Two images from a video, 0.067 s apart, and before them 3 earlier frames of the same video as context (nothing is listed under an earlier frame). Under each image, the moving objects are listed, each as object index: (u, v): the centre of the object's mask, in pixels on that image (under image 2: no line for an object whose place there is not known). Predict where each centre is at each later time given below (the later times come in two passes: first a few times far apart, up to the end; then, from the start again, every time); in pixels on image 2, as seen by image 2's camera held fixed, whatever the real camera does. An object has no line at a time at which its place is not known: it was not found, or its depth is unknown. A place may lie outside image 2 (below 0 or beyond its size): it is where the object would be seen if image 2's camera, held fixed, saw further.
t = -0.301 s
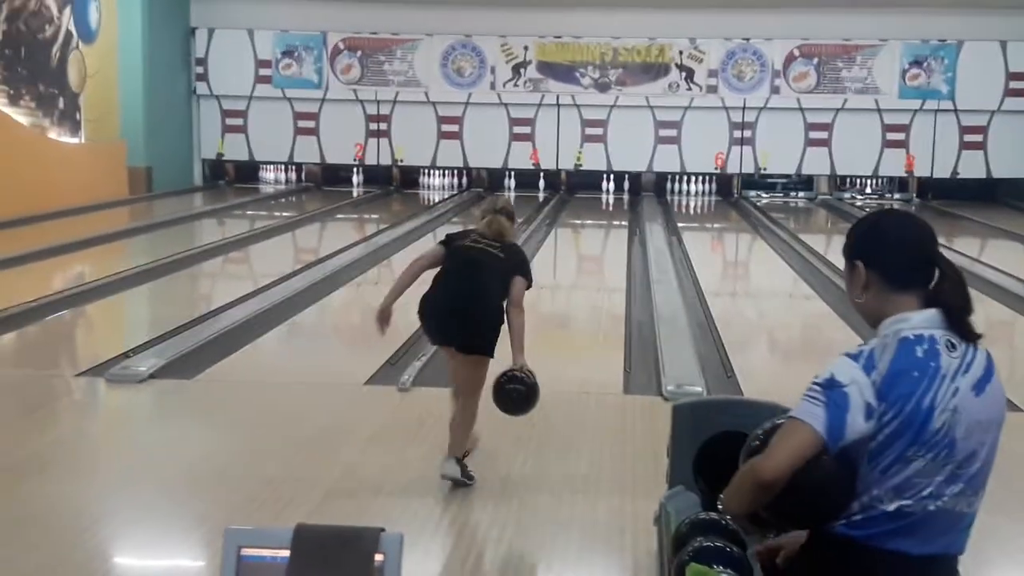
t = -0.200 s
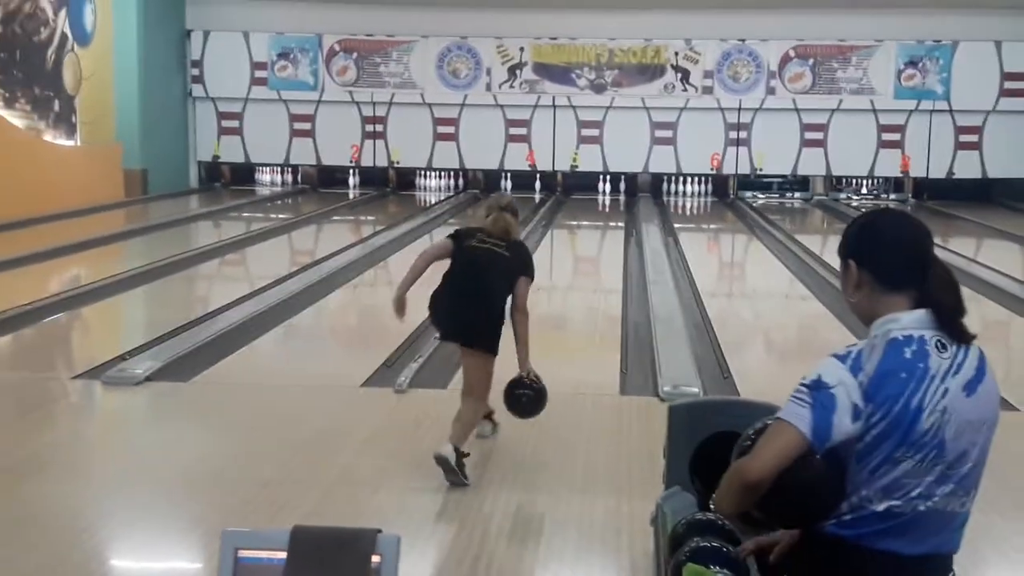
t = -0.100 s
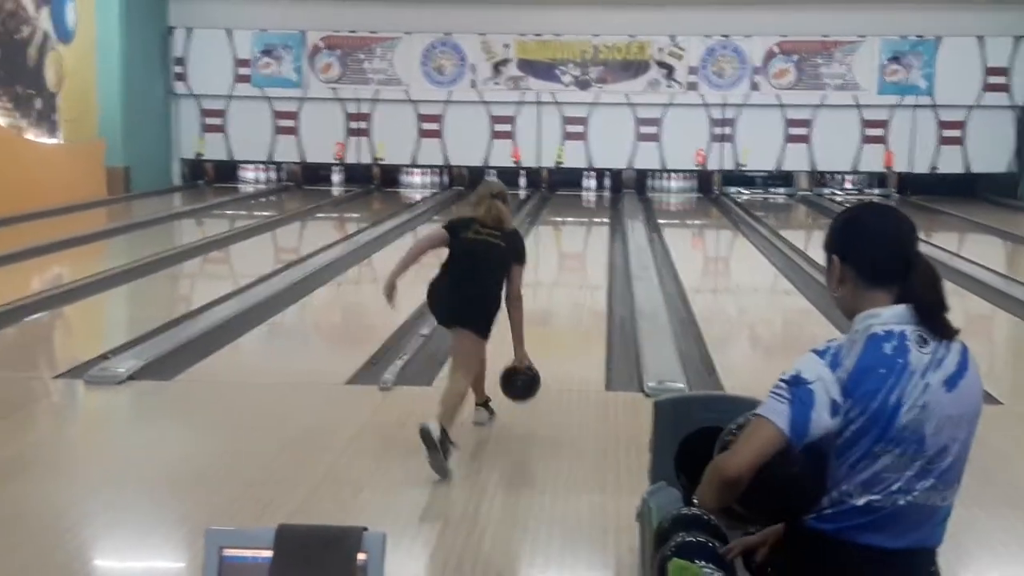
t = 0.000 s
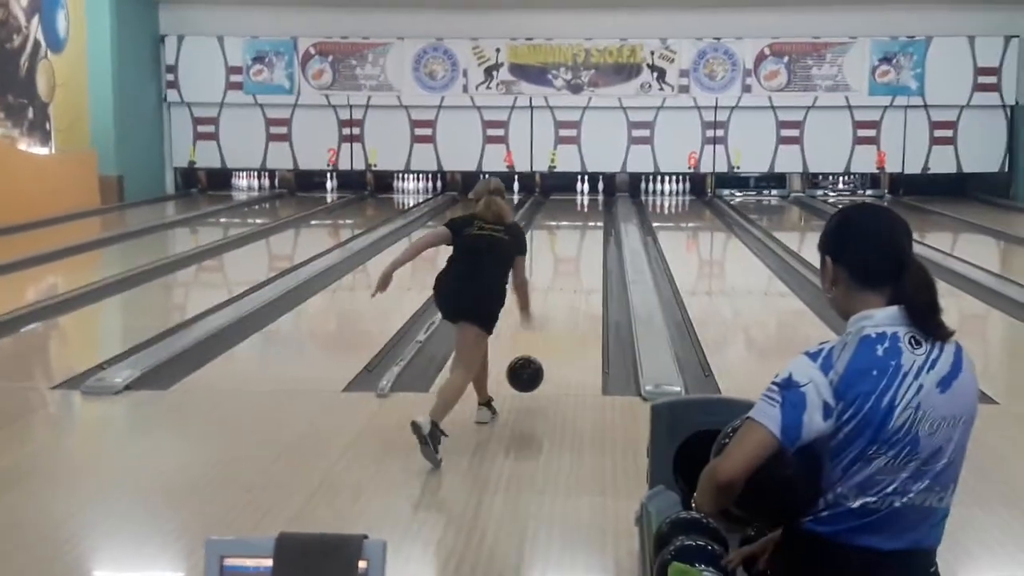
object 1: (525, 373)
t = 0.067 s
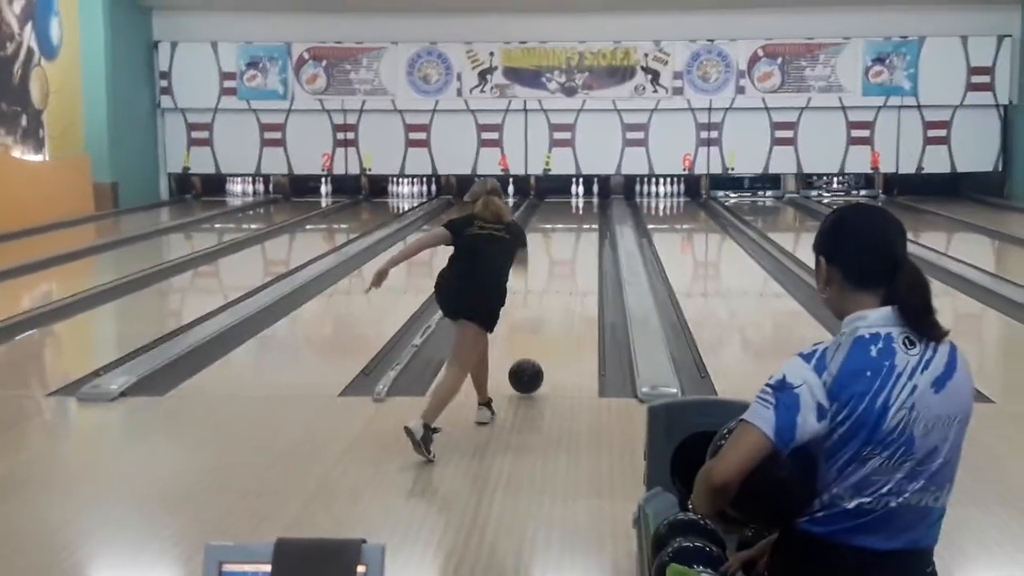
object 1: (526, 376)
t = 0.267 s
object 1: (536, 342)
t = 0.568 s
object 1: (548, 304)
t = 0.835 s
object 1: (551, 280)
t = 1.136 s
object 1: (561, 256)
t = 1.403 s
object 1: (565, 242)
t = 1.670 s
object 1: (568, 230)
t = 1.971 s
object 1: (571, 219)
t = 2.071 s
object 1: (572, 216)
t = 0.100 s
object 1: (528, 370)
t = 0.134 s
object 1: (530, 361)
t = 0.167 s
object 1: (532, 355)
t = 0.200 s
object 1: (533, 351)
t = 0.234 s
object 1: (535, 347)
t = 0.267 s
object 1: (536, 342)
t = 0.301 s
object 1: (538, 336)
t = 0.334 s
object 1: (539, 332)
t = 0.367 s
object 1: (541, 327)
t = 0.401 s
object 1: (542, 323)
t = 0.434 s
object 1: (544, 318)
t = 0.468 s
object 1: (545, 314)
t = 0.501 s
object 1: (546, 310)
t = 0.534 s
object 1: (548, 306)
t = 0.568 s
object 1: (548, 304)
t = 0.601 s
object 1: (547, 300)
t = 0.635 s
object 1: (548, 296)
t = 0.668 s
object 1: (549, 294)
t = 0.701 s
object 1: (551, 290)
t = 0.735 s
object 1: (551, 287)
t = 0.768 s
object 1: (552, 285)
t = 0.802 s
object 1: (552, 282)
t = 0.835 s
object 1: (551, 280)
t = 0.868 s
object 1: (550, 277)
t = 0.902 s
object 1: (562, 271)
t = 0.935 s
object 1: (560, 270)
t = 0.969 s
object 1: (559, 268)
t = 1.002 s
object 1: (559, 265)
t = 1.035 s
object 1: (559, 263)
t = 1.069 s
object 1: (560, 260)
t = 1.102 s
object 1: (561, 258)
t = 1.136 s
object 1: (561, 256)
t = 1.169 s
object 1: (561, 254)
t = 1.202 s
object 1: (562, 252)
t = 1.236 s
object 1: (562, 251)
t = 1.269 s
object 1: (563, 249)
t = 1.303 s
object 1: (563, 247)
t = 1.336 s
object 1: (564, 245)
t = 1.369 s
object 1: (564, 243)
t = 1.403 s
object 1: (565, 242)
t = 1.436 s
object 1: (565, 240)
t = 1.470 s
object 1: (566, 239)
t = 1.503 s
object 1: (566, 237)
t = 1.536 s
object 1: (566, 236)
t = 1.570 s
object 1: (567, 234)
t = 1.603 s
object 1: (567, 233)
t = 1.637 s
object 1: (567, 232)
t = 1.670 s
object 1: (568, 230)
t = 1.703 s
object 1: (568, 229)
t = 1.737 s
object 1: (569, 228)
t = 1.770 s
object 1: (569, 227)
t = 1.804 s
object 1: (569, 225)
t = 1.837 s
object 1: (569, 224)
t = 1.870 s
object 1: (570, 223)
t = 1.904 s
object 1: (570, 221)
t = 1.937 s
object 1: (571, 221)
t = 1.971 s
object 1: (571, 219)
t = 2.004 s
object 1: (571, 219)
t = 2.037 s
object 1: (571, 218)
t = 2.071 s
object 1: (572, 216)
